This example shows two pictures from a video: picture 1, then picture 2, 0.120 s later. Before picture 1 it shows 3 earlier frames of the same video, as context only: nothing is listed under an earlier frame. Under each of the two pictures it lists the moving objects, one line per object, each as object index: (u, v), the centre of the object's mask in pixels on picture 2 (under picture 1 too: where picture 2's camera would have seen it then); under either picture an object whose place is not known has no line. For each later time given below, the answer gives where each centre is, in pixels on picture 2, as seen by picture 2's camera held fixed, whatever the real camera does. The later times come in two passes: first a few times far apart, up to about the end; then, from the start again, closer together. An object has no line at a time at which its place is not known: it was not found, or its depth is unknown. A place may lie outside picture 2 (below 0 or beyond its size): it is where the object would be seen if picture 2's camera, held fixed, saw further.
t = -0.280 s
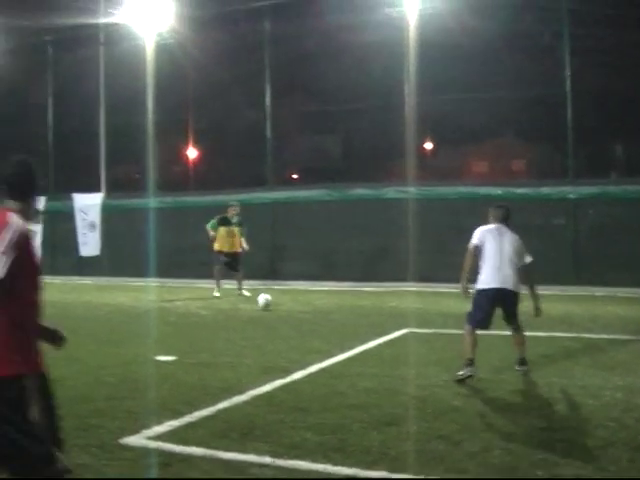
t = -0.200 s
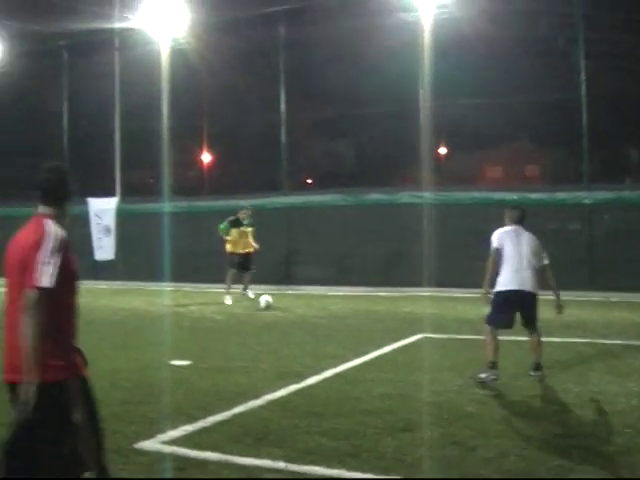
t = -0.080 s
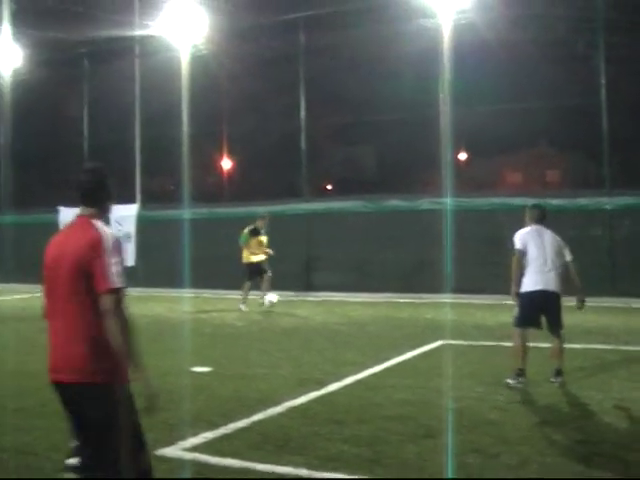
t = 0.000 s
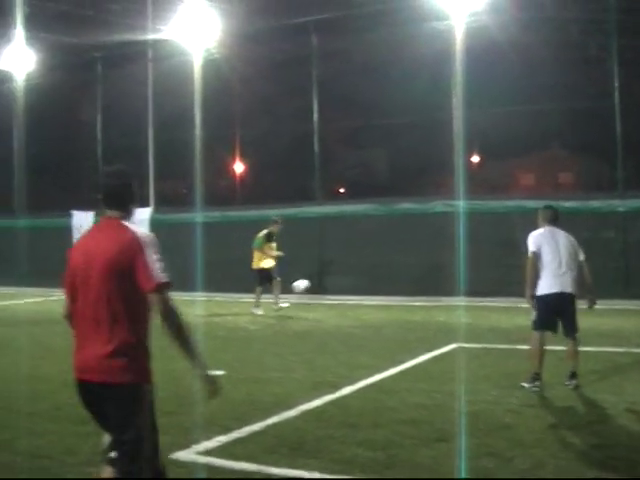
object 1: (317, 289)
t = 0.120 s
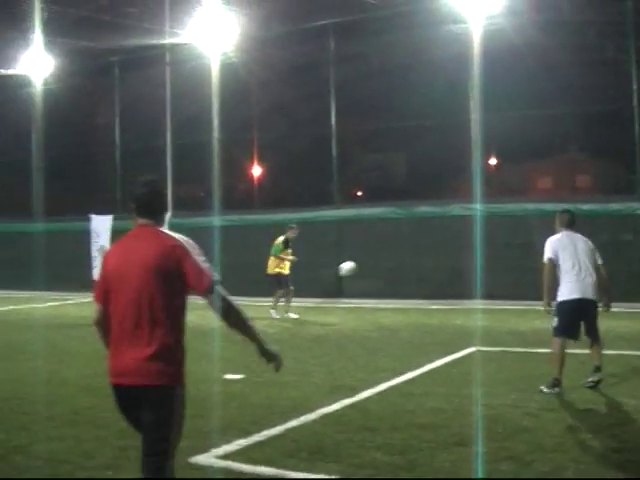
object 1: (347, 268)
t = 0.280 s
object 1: (388, 251)
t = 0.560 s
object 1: (470, 260)
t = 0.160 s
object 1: (357, 263)
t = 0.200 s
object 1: (367, 258)
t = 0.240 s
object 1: (378, 254)
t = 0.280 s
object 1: (388, 251)
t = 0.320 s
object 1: (399, 249)
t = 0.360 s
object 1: (410, 248)
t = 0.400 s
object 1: (422, 248)
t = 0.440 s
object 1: (433, 249)
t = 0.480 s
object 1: (445, 251)
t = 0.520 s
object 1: (457, 255)
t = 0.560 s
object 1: (470, 260)
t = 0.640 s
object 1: (496, 273)
